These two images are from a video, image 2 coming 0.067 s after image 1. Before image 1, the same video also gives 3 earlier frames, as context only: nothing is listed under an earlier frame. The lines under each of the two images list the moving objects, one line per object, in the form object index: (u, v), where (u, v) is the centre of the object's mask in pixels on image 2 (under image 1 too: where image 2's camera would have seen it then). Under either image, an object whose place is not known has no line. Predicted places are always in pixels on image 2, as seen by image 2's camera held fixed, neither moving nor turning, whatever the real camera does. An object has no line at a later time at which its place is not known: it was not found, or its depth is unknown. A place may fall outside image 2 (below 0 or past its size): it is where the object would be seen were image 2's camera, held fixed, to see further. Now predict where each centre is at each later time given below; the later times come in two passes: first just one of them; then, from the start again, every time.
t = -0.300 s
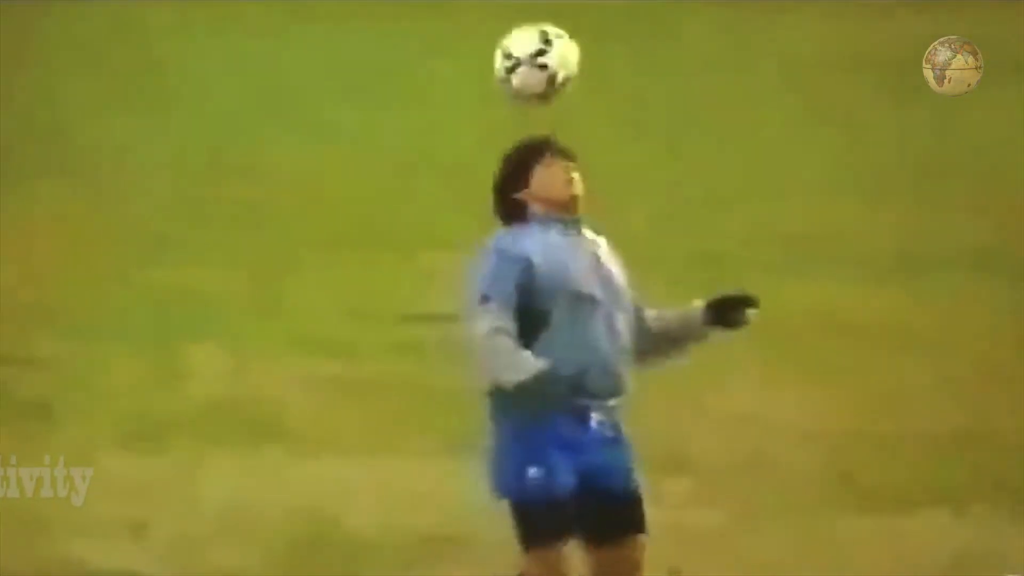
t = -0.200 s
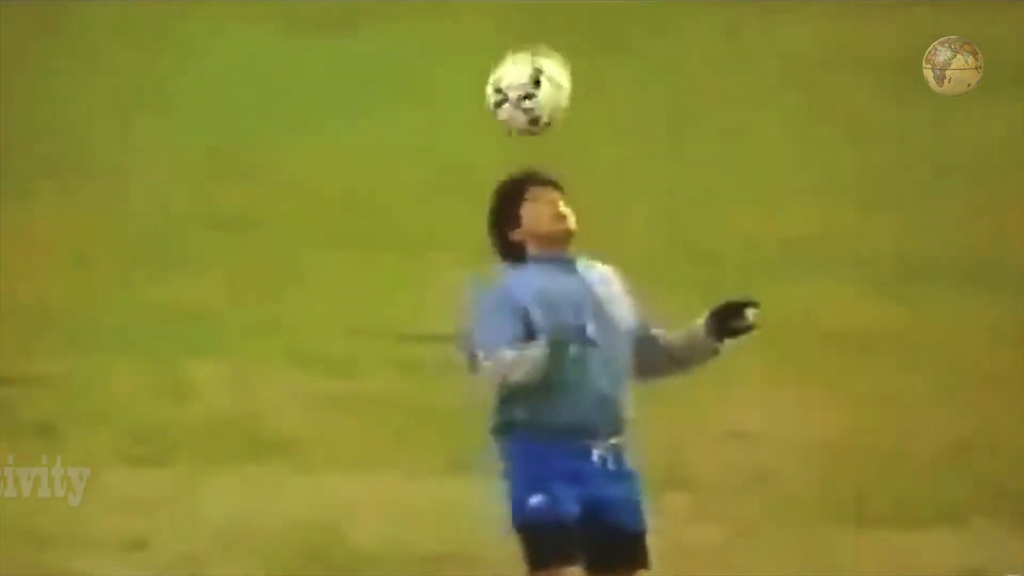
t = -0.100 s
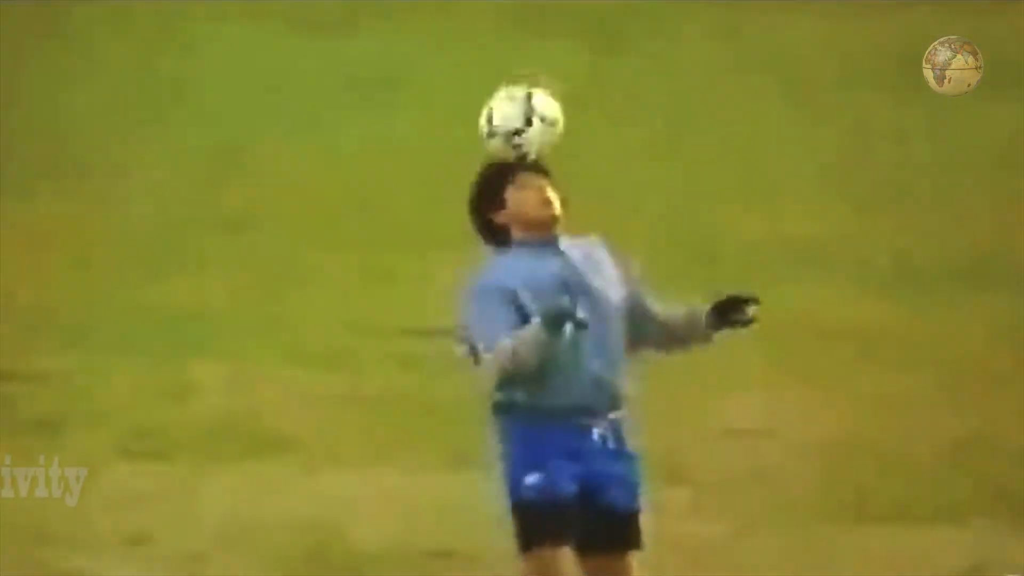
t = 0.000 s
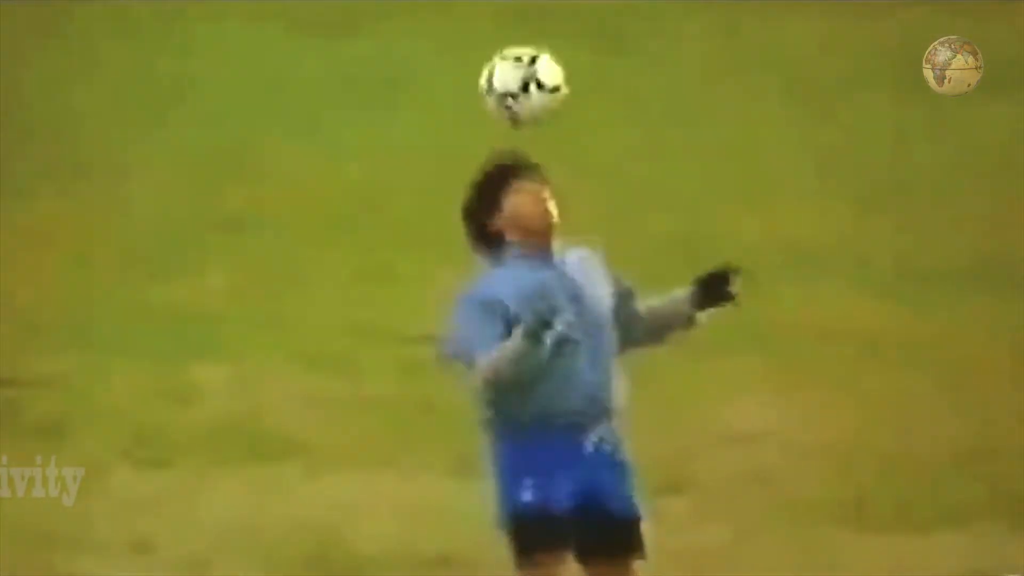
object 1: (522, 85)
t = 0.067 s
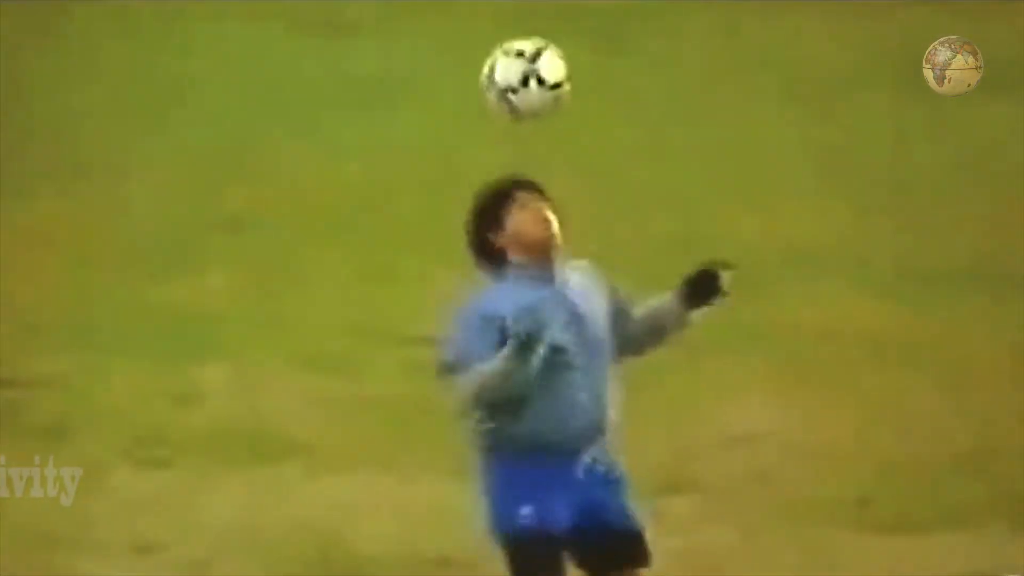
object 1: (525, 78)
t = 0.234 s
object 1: (526, 93)
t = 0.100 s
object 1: (527, 75)
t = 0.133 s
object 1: (525, 76)
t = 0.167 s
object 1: (524, 79)
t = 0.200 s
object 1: (523, 86)
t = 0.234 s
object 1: (526, 93)
